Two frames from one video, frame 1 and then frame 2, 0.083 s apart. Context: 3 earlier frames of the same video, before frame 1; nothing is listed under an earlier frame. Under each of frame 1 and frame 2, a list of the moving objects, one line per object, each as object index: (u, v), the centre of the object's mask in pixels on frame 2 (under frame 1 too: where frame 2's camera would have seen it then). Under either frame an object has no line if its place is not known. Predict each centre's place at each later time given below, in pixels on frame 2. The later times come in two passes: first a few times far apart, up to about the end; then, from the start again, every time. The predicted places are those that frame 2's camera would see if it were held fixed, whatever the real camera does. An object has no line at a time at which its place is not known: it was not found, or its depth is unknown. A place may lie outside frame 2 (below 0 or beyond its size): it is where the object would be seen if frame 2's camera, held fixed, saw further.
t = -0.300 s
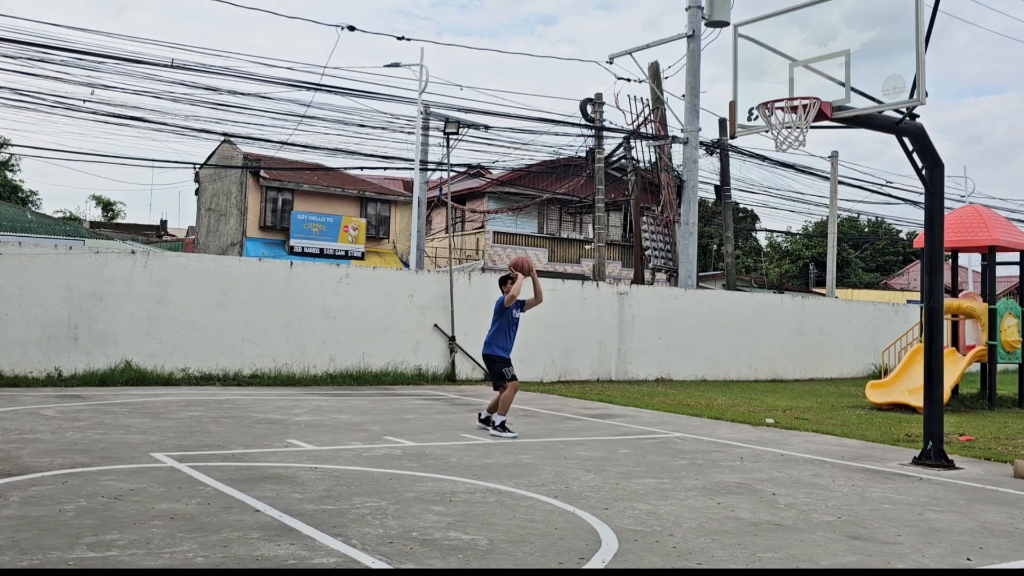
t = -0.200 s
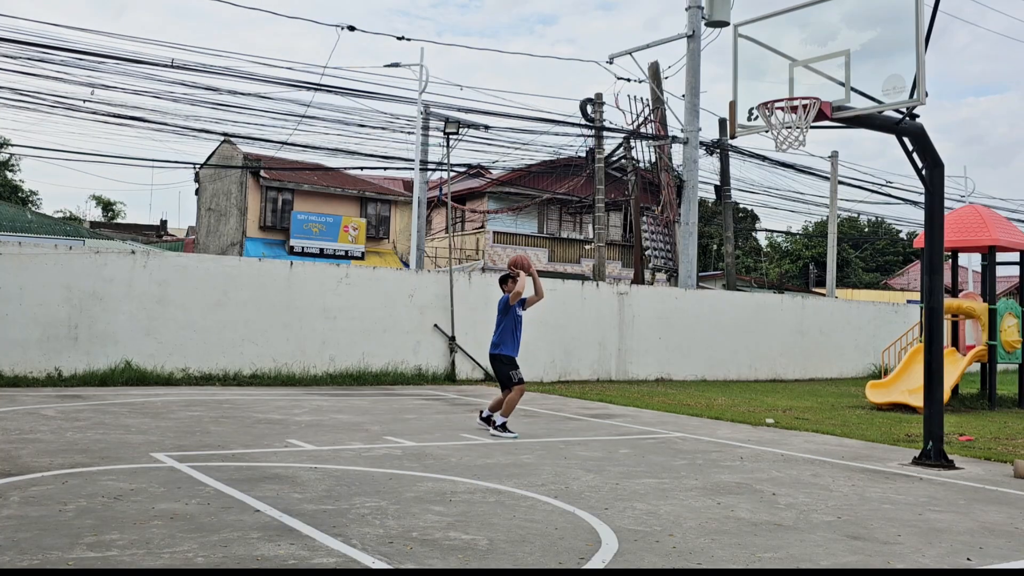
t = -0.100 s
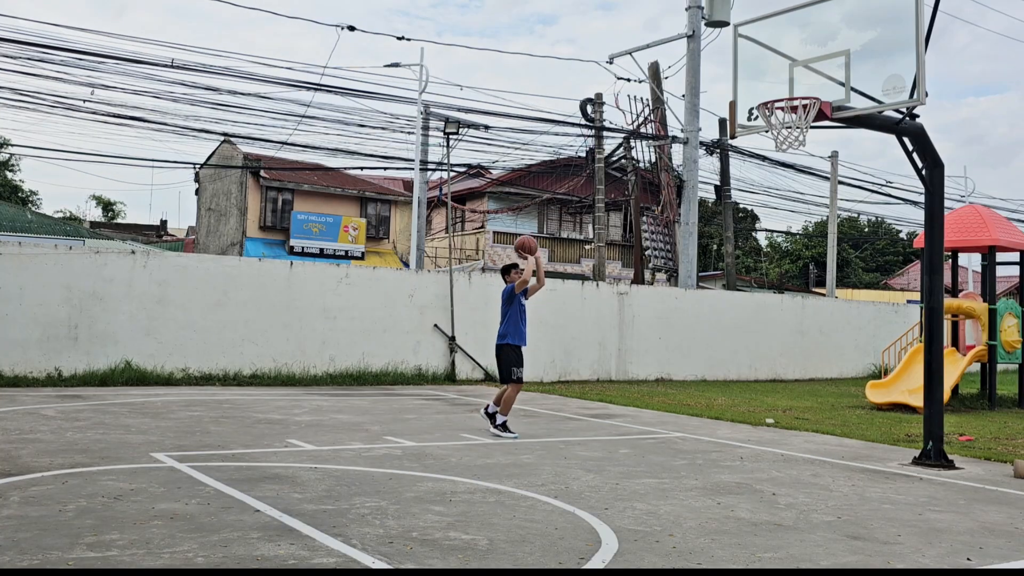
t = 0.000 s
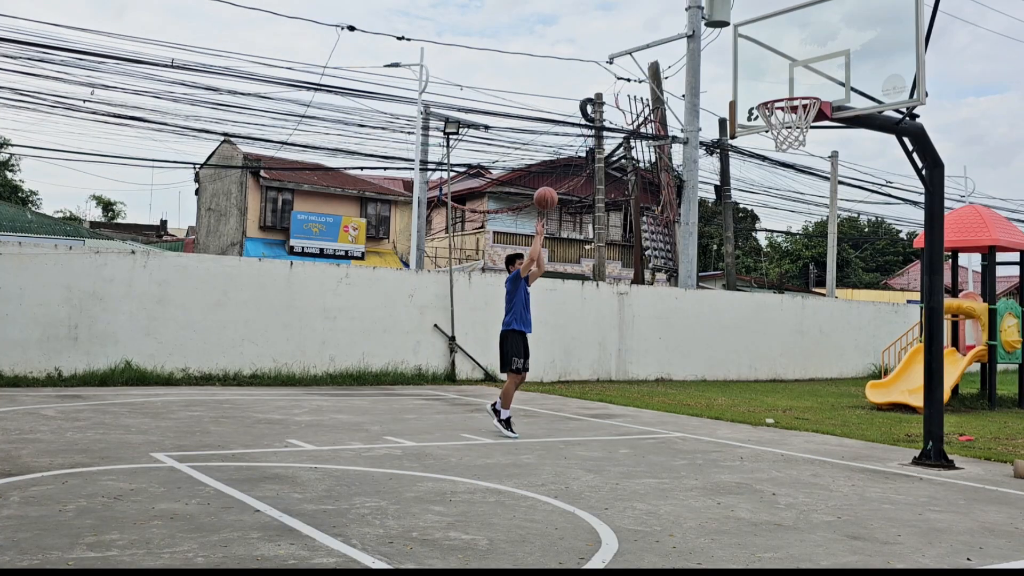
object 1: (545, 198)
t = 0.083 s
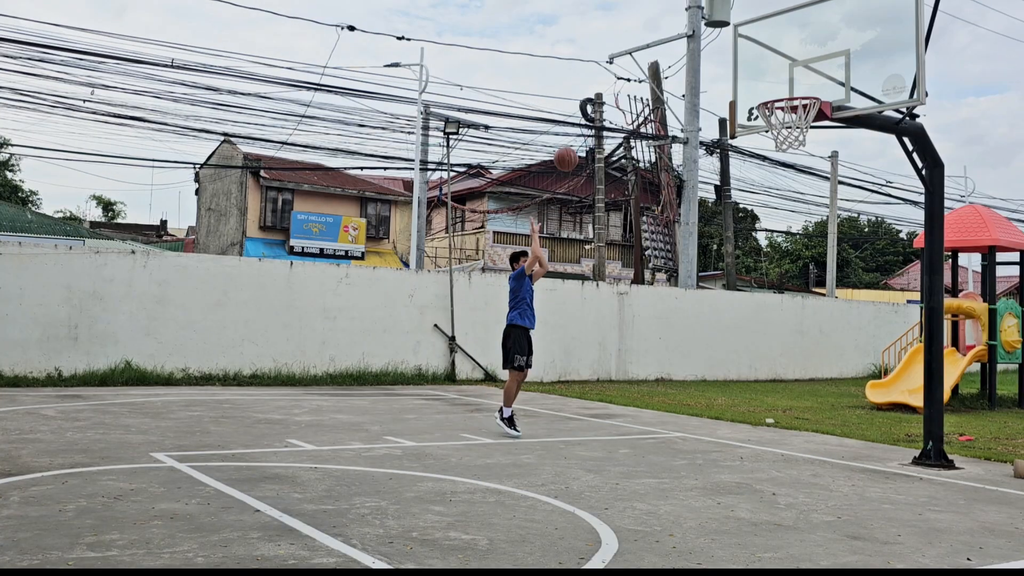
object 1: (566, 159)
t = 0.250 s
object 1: (607, 96)
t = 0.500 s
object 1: (674, 48)
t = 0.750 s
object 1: (748, 65)
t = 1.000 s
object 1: (803, 137)
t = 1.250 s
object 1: (806, 221)
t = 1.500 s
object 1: (809, 377)
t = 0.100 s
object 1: (570, 152)
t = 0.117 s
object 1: (574, 145)
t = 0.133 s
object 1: (578, 138)
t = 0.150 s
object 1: (582, 131)
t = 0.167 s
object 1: (587, 125)
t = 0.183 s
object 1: (590, 119)
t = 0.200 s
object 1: (594, 113)
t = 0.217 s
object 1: (599, 107)
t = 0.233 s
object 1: (603, 101)
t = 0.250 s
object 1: (607, 96)
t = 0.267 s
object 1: (612, 91)
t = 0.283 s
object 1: (616, 86)
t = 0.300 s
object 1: (620, 82)
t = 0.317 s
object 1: (625, 78)
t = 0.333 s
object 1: (629, 74)
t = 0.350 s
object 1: (633, 70)
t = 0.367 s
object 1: (638, 67)
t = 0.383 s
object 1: (642, 63)
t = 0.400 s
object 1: (647, 60)
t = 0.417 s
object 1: (651, 58)
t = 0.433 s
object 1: (656, 55)
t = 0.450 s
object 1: (660, 53)
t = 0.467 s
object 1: (665, 51)
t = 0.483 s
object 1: (669, 50)
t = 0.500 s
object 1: (674, 48)
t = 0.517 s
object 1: (679, 47)
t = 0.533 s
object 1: (684, 46)
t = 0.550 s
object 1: (688, 46)
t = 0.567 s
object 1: (693, 46)
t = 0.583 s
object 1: (698, 46)
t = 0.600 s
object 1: (703, 46)
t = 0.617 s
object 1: (708, 47)
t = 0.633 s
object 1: (713, 48)
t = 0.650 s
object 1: (718, 49)
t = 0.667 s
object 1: (723, 51)
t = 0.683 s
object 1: (728, 53)
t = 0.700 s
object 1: (733, 55)
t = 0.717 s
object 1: (738, 58)
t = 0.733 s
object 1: (743, 61)
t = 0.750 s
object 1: (748, 65)
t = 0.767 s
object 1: (754, 68)
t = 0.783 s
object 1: (759, 72)
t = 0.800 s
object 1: (765, 76)
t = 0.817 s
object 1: (770, 81)
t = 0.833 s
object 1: (775, 86)
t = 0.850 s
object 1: (781, 89)
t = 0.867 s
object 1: (786, 92)
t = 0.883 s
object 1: (793, 99)
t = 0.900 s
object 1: (796, 111)
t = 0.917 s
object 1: (798, 115)
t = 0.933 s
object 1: (801, 121)
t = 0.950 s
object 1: (803, 126)
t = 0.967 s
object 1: (802, 133)
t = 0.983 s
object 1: (803, 135)
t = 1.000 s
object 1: (803, 137)
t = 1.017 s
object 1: (805, 145)
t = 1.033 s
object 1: (804, 146)
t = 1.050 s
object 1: (804, 148)
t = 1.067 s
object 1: (804, 152)
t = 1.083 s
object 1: (805, 157)
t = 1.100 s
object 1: (805, 162)
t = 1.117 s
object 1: (805, 167)
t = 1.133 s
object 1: (805, 173)
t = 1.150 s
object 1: (805, 179)
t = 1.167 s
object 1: (805, 185)
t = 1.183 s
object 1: (805, 192)
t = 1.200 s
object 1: (806, 198)
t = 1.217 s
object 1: (806, 206)
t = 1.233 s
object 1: (806, 213)
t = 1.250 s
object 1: (806, 221)
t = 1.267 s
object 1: (807, 229)
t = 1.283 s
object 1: (807, 238)
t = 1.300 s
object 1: (807, 247)
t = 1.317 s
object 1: (807, 256)
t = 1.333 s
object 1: (807, 265)
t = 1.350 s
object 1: (807, 275)
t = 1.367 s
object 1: (807, 285)
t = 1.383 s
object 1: (808, 296)
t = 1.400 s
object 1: (808, 306)
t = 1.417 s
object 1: (808, 317)
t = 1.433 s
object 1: (808, 329)
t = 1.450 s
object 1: (809, 340)
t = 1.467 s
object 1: (809, 352)
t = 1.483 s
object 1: (809, 365)
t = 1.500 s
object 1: (809, 377)
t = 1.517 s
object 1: (810, 390)
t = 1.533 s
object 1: (810, 403)
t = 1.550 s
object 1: (810, 417)
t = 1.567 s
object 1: (811, 431)
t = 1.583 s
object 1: (811, 445)
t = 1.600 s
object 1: (811, 460)
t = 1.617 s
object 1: (810, 454)
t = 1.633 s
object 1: (808, 442)
